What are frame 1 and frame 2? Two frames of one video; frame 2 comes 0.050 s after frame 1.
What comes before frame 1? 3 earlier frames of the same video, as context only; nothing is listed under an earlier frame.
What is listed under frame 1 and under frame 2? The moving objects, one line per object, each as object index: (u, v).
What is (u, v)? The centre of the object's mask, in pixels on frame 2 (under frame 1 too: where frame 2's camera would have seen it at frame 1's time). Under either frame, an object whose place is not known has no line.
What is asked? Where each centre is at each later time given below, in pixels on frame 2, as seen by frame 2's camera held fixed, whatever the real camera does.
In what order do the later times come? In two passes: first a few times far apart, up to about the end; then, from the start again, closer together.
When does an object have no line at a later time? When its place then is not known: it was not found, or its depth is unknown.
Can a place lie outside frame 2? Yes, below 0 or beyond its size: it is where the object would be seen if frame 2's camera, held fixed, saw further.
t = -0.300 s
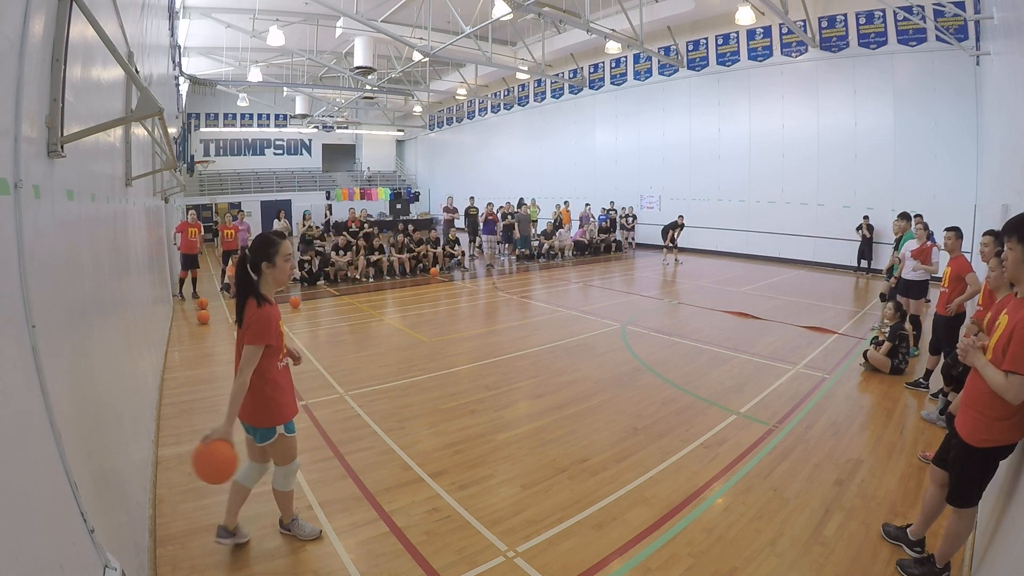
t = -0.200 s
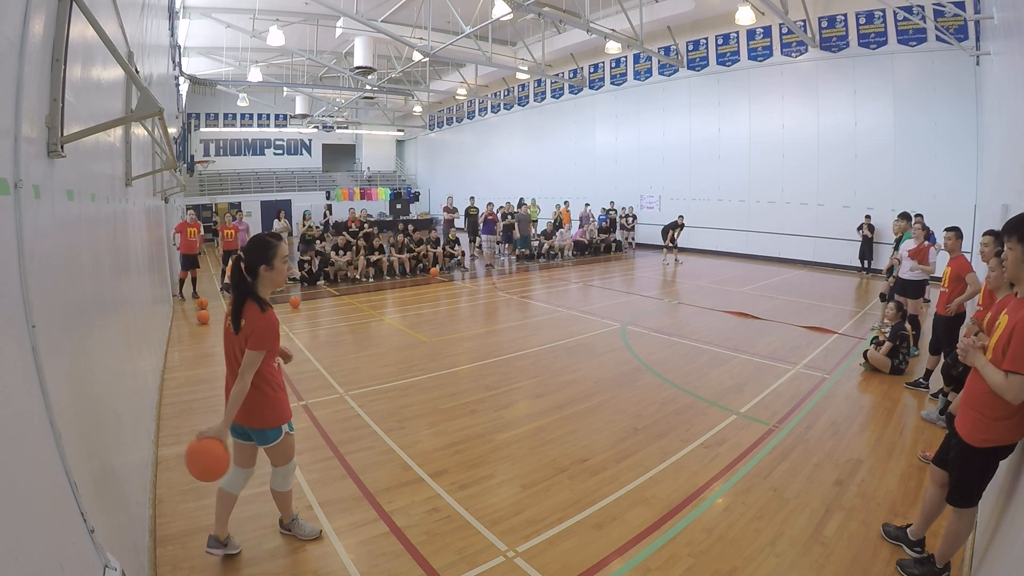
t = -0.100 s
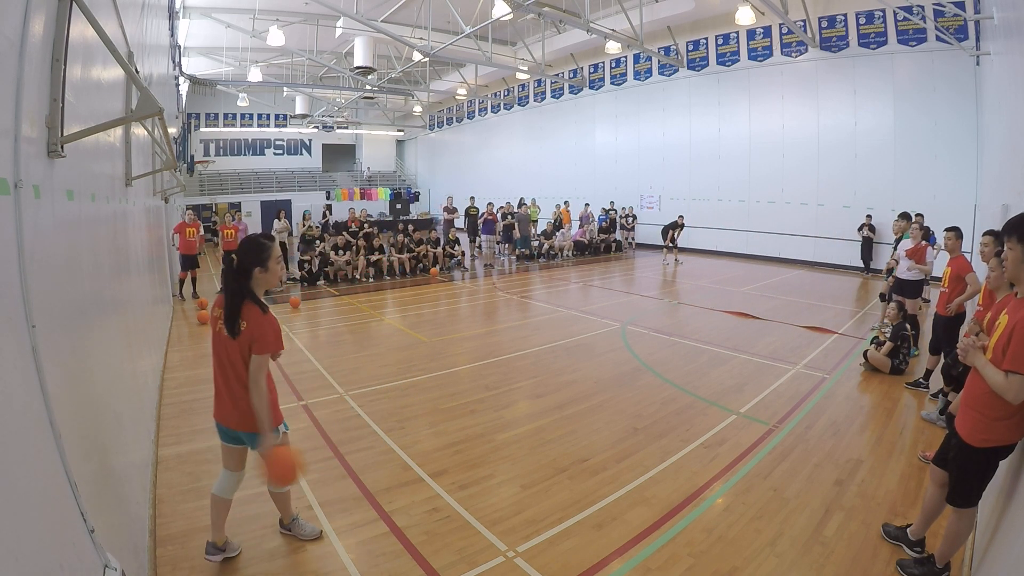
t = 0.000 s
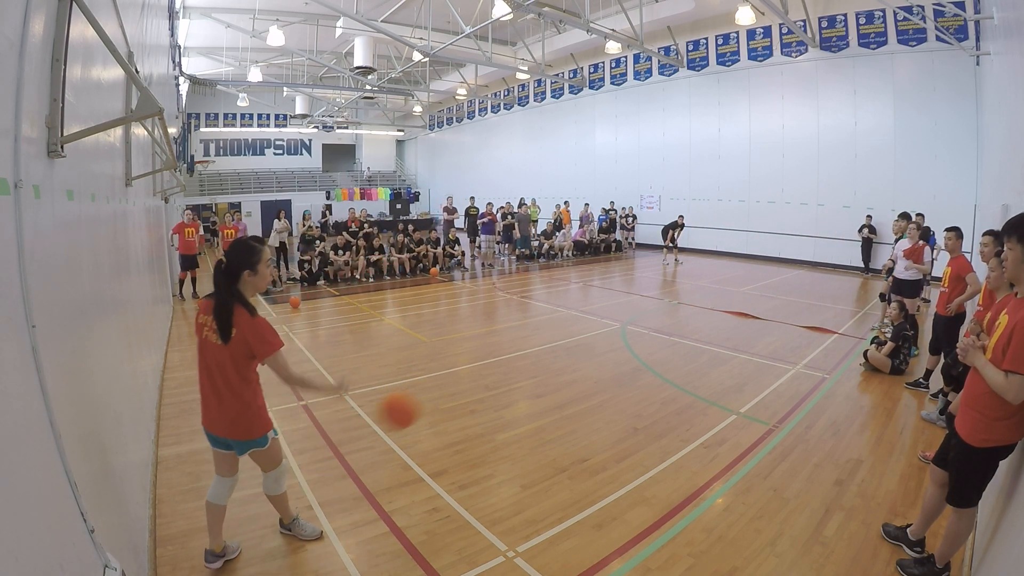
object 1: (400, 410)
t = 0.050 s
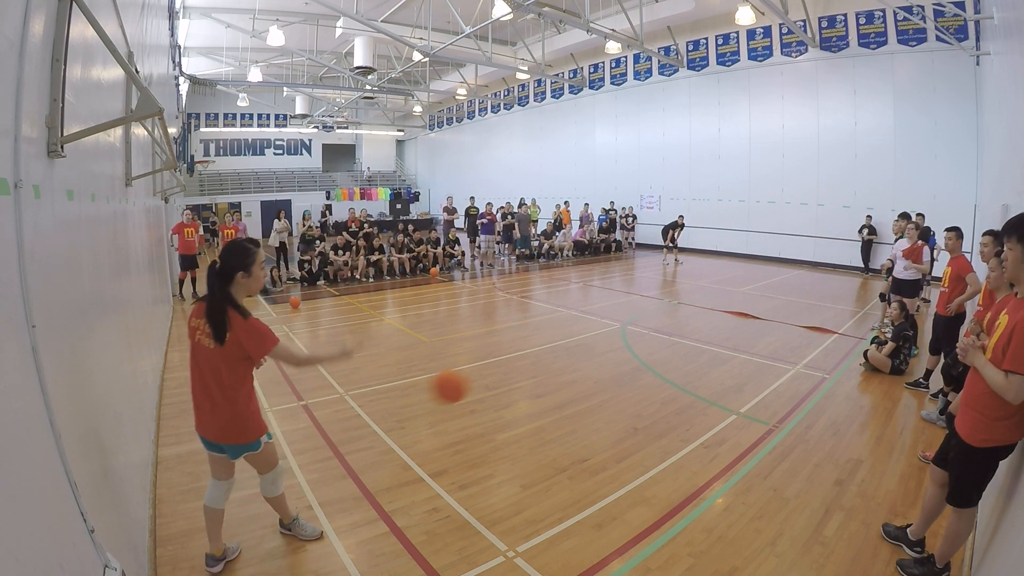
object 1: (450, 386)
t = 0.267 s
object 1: (594, 344)
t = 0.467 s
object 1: (663, 359)
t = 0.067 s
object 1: (465, 379)
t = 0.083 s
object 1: (479, 374)
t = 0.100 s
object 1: (493, 368)
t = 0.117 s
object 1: (505, 364)
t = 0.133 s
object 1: (517, 360)
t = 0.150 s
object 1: (529, 356)
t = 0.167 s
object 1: (540, 353)
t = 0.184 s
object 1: (550, 351)
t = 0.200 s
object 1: (560, 348)
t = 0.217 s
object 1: (569, 347)
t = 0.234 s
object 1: (577, 346)
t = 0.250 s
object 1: (585, 345)
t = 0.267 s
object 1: (594, 344)
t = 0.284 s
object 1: (601, 344)
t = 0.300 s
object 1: (608, 344)
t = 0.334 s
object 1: (622, 345)
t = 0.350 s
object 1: (627, 346)
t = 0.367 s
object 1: (633, 348)
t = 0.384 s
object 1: (639, 349)
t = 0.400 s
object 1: (644, 351)
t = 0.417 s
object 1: (649, 353)
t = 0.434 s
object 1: (654, 355)
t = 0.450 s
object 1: (658, 357)
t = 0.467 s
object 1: (663, 359)
